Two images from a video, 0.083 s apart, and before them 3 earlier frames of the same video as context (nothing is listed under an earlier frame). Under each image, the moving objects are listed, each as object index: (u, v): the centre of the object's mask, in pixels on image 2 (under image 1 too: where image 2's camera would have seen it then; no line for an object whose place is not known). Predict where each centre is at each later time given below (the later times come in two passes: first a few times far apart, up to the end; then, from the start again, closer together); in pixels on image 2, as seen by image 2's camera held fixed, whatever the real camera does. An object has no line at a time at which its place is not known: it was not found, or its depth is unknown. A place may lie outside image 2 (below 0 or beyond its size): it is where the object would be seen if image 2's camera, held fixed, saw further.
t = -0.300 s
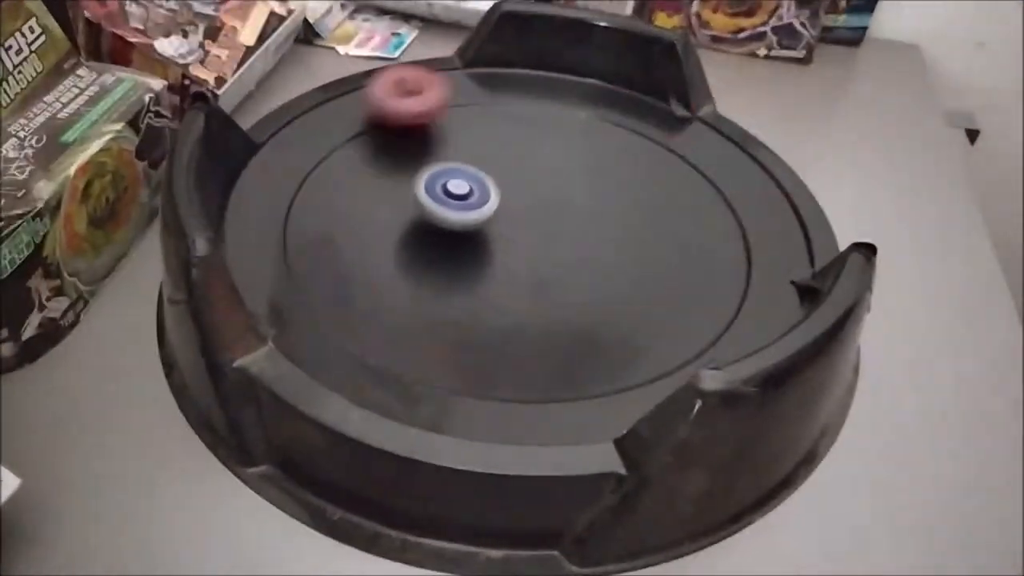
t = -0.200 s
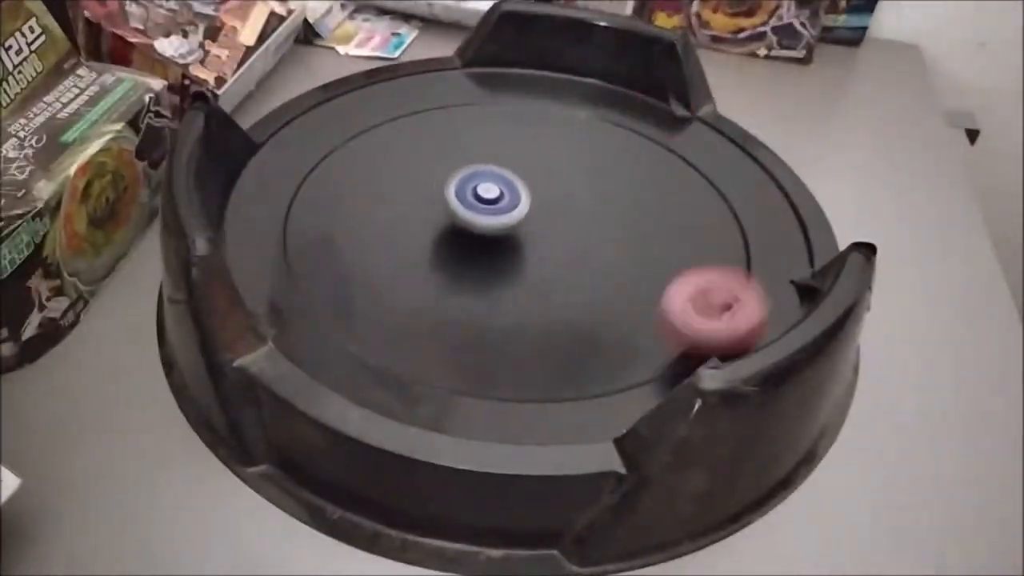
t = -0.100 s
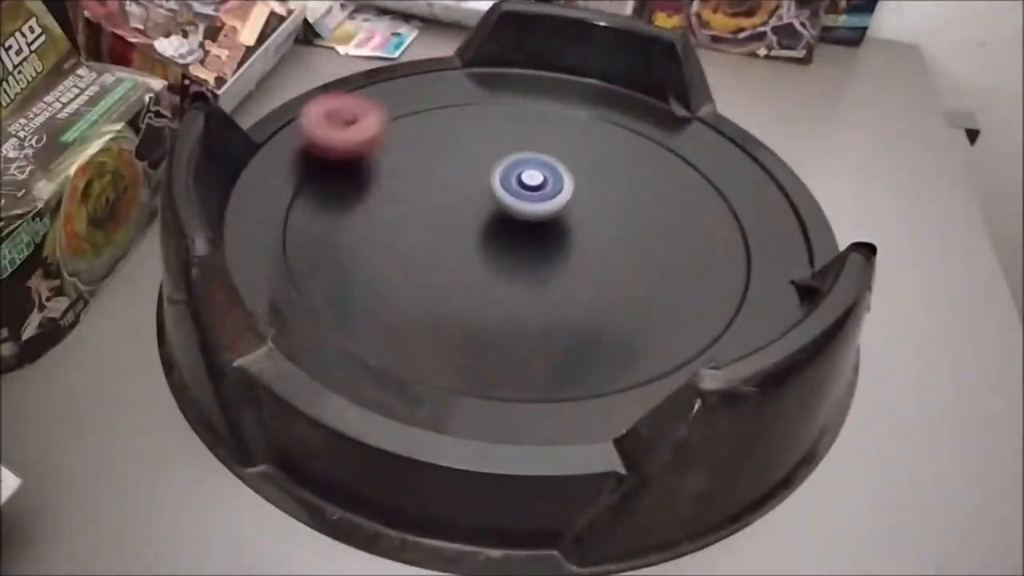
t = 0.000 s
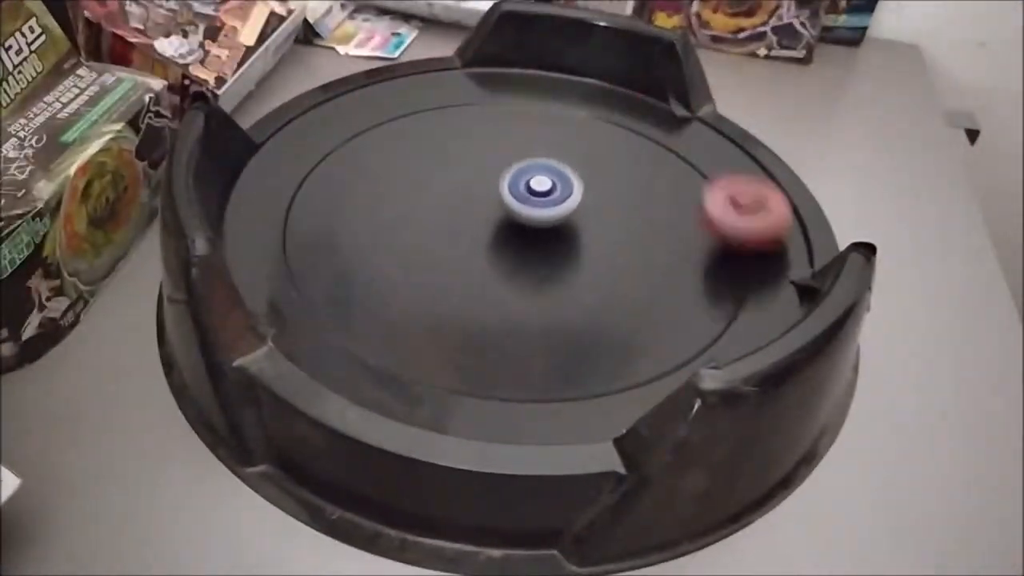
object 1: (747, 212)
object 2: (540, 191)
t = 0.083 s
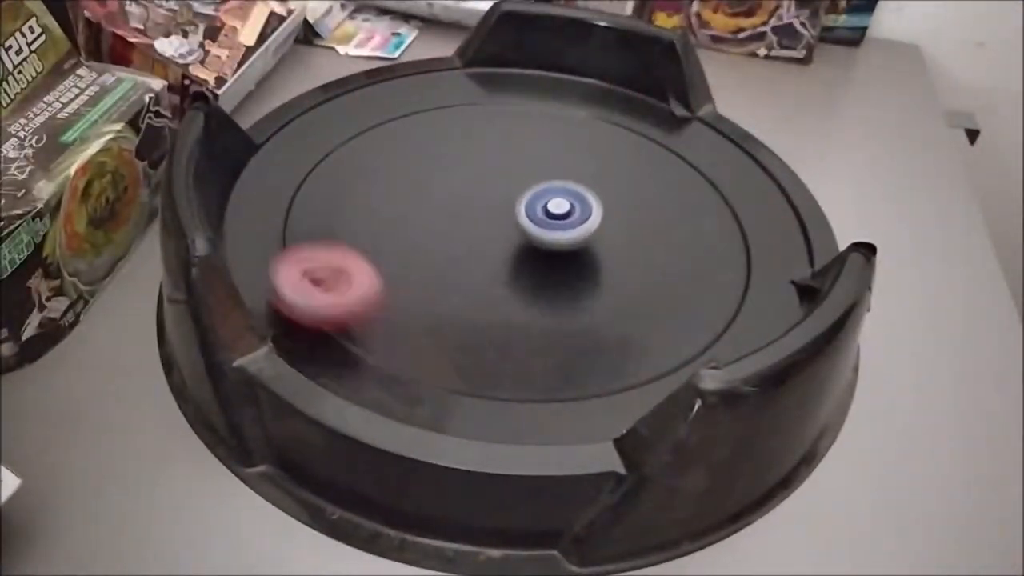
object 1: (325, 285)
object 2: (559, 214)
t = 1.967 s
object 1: (573, 94)
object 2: (524, 197)
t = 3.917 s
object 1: (406, 135)
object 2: (505, 245)
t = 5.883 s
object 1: (426, 154)
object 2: (517, 225)
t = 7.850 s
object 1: (597, 182)
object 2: (520, 227)
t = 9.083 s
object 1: (493, 270)
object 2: (495, 206)
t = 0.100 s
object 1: (292, 216)
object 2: (561, 218)
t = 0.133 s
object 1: (365, 111)
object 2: (566, 225)
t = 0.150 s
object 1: (437, 88)
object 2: (566, 228)
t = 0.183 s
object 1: (600, 96)
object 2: (566, 233)
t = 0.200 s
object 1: (676, 130)
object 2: (565, 236)
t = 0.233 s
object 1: (749, 248)
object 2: (561, 240)
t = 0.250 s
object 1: (711, 313)
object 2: (557, 242)
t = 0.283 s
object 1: (488, 361)
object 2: (549, 246)
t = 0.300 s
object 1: (374, 324)
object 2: (545, 247)
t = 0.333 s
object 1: (293, 194)
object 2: (536, 250)
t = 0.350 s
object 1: (324, 140)
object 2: (529, 251)
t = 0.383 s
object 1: (464, 84)
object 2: (512, 255)
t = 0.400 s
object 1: (549, 86)
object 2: (506, 258)
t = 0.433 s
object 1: (700, 149)
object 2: (501, 263)
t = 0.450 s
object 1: (742, 205)
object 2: (502, 264)
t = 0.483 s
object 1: (693, 325)
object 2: (505, 261)
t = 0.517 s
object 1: (477, 360)
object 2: (503, 249)
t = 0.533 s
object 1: (368, 321)
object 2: (501, 242)
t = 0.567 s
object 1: (293, 191)
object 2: (488, 229)
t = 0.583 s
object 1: (327, 137)
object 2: (480, 223)
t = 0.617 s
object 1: (463, 84)
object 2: (463, 217)
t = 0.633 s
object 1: (544, 86)
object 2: (458, 217)
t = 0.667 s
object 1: (686, 138)
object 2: (459, 217)
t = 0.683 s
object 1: (734, 189)
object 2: (463, 220)
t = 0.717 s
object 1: (720, 307)
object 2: (475, 221)
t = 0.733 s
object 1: (638, 351)
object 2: (483, 219)
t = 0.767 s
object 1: (405, 339)
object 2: (499, 212)
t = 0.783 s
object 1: (323, 284)
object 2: (507, 206)
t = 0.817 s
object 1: (307, 161)
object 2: (515, 194)
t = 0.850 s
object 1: (418, 93)
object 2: (515, 185)
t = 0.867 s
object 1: (474, 84)
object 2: (513, 184)
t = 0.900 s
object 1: (625, 106)
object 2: (508, 186)
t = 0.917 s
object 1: (687, 139)
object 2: (509, 189)
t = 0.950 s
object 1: (750, 246)
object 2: (516, 199)
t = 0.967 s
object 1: (720, 306)
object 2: (524, 204)
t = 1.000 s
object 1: (534, 365)
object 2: (544, 211)
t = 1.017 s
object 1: (420, 344)
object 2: (553, 211)
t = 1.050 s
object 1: (295, 233)
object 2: (564, 209)
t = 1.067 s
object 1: (300, 175)
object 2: (565, 207)
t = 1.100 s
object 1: (394, 99)
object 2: (560, 207)
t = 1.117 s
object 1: (466, 85)
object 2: (555, 209)
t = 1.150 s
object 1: (613, 102)
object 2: (543, 220)
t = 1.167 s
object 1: (676, 132)
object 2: (541, 228)
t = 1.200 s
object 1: (748, 230)
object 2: (548, 243)
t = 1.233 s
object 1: (674, 333)
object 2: (562, 250)
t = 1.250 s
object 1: (581, 362)
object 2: (567, 249)
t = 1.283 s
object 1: (374, 324)
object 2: (566, 244)
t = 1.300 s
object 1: (310, 268)
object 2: (561, 241)
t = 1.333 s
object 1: (312, 155)
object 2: (536, 234)
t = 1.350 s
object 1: (356, 117)
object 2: (519, 235)
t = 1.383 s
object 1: (486, 84)
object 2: (493, 243)
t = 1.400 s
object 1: (556, 89)
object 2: (486, 249)
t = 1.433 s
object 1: (683, 137)
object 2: (490, 262)
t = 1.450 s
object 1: (727, 181)
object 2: (498, 265)
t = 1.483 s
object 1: (733, 286)
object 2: (516, 257)
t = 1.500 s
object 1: (677, 332)
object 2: (520, 247)
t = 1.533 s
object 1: (484, 361)
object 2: (510, 226)
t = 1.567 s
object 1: (318, 278)
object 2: (488, 214)
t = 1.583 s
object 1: (293, 219)
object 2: (480, 211)
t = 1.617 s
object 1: (342, 126)
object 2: (477, 211)
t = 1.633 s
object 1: (396, 100)
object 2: (477, 212)
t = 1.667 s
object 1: (528, 86)
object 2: (480, 213)
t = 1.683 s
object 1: (595, 98)
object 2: (481, 214)
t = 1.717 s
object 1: (706, 157)
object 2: (485, 215)
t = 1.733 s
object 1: (739, 203)
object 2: (488, 217)
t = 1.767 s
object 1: (716, 306)
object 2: (495, 219)
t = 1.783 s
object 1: (668, 336)
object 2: (499, 219)
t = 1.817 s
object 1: (480, 359)
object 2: (522, 218)
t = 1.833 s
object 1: (387, 330)
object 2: (534, 214)
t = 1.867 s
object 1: (295, 225)
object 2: (547, 203)
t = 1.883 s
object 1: (301, 174)
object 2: (548, 197)
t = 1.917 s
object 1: (384, 106)
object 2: (543, 190)
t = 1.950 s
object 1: (509, 86)
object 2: (530, 192)
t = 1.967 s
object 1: (573, 94)
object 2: (524, 197)
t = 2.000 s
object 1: (687, 144)
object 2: (520, 214)
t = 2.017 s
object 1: (725, 184)
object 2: (524, 223)
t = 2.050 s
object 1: (732, 281)
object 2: (541, 237)
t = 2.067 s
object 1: (686, 325)
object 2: (551, 240)
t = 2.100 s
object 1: (518, 362)
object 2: (568, 239)
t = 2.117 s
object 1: (424, 344)
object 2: (572, 236)
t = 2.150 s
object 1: (306, 255)
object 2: (567, 230)
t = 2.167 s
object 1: (296, 203)
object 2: (559, 227)
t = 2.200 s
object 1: (351, 124)
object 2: (535, 226)
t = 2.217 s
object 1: (403, 101)
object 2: (523, 227)
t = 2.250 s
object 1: (526, 90)
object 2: (504, 237)
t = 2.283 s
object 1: (647, 124)
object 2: (497, 246)
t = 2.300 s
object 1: (694, 158)
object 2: (497, 248)
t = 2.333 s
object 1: (734, 248)
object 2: (499, 249)
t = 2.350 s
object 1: (710, 296)
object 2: (501, 249)
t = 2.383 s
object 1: (570, 354)
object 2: (504, 246)
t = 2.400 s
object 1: (478, 351)
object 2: (506, 244)
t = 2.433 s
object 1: (335, 281)
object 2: (507, 238)
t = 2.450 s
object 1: (309, 232)
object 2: (506, 234)
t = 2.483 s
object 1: (337, 146)
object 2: (504, 225)
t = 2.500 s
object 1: (379, 118)
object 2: (502, 220)
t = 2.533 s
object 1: (494, 96)
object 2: (496, 213)
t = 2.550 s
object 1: (554, 101)
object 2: (493, 211)
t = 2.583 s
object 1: (667, 148)
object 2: (492, 210)
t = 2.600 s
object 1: (705, 186)
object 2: (493, 210)
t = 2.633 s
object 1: (710, 278)
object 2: (496, 210)
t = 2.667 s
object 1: (597, 344)
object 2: (502, 211)
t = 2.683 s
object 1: (531, 349)
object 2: (505, 211)
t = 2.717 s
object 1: (373, 301)
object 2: (513, 212)
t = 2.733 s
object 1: (331, 257)
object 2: (518, 212)
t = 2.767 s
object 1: (335, 167)
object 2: (527, 212)
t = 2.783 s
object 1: (369, 135)
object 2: (530, 212)
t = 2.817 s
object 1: (472, 103)
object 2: (534, 213)
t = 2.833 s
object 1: (530, 105)
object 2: (535, 213)
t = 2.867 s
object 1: (643, 140)
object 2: (536, 216)
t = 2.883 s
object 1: (686, 175)
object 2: (536, 217)
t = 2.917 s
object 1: (706, 261)
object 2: (536, 221)
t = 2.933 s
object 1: (674, 302)
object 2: (535, 222)
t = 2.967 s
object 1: (531, 340)
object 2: (535, 229)
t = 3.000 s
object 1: (384, 294)
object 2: (540, 238)
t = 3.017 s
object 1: (346, 251)
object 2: (543, 240)
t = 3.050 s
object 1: (353, 166)
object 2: (544, 240)
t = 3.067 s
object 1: (391, 136)
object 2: (543, 238)
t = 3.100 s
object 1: (492, 111)
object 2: (533, 235)
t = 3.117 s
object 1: (552, 115)
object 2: (526, 234)
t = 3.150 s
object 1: (652, 157)
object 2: (509, 236)
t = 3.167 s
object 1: (685, 193)
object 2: (503, 238)
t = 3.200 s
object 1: (686, 275)
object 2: (496, 244)
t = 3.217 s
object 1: (645, 310)
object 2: (496, 246)
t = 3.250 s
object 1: (503, 333)
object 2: (504, 246)
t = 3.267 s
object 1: (428, 314)
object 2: (507, 244)
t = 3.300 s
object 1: (344, 236)
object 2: (511, 233)
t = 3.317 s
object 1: (343, 195)
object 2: (508, 227)
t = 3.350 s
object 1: (403, 133)
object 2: (497, 217)
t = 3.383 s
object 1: (508, 114)
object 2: (484, 213)
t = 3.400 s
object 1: (565, 121)
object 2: (479, 214)
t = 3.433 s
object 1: (660, 168)
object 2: (479, 220)
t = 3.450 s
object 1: (688, 205)
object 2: (485, 223)
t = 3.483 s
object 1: (675, 285)
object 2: (505, 225)
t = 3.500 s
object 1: (628, 317)
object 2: (517, 222)
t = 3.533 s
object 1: (483, 329)
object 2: (529, 211)
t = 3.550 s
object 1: (413, 306)
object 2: (529, 204)
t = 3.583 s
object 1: (343, 227)
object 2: (522, 196)
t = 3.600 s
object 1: (345, 196)
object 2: (518, 195)
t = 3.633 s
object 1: (402, 135)
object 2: (508, 200)
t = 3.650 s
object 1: (451, 119)
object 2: (505, 206)
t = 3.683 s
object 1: (562, 122)
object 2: (514, 223)
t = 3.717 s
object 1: (657, 166)
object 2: (537, 232)
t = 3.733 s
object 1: (685, 201)
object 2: (548, 232)
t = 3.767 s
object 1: (678, 280)
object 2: (562, 225)
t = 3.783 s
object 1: (634, 312)
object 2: (562, 219)
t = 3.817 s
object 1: (495, 329)
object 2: (546, 212)
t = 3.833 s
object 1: (426, 310)
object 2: (533, 212)
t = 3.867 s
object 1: (350, 234)
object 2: (510, 222)
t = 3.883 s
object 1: (349, 194)
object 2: (505, 229)
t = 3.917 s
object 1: (406, 135)
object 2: (505, 245)
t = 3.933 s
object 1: (456, 119)
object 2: (511, 251)
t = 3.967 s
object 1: (563, 122)
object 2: (529, 256)
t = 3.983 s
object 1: (613, 140)
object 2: (538, 251)
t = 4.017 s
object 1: (682, 202)
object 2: (544, 238)
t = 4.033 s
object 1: (691, 241)
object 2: (539, 229)
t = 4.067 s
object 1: (633, 311)
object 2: (517, 217)
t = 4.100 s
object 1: (497, 328)
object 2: (491, 213)
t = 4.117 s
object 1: (430, 310)
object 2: (480, 215)
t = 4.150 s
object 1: (353, 237)
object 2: (466, 225)
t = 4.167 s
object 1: (350, 197)
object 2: (467, 232)
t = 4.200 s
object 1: (406, 138)
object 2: (484, 241)
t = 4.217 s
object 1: (453, 123)
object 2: (497, 243)
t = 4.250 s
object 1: (559, 125)
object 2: (522, 237)
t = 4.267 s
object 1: (609, 141)
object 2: (531, 230)
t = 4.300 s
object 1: (678, 201)
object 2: (537, 214)
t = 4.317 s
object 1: (687, 239)
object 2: (535, 206)
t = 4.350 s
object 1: (632, 308)
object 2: (521, 193)
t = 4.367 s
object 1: (571, 325)
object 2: (512, 191)
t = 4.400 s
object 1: (434, 309)
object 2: (495, 196)
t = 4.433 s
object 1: (358, 238)
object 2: (491, 214)
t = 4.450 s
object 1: (356, 199)
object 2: (497, 223)
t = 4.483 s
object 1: (410, 140)
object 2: (519, 235)
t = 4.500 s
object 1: (455, 126)
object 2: (533, 237)
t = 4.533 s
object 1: (546, 125)
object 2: (553, 234)
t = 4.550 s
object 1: (596, 139)
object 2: (561, 229)
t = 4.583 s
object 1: (668, 193)
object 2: (561, 216)
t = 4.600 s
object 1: (681, 230)
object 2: (553, 211)
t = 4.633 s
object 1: (638, 299)
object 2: (527, 209)
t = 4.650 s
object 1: (582, 320)
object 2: (515, 213)
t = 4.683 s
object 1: (448, 311)
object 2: (499, 225)
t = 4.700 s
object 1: (396, 283)
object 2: (496, 234)
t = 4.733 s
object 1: (358, 207)
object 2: (501, 247)
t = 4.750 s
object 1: (373, 174)
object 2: (509, 253)
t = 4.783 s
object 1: (446, 132)
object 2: (530, 254)
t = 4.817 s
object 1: (547, 129)
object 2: (542, 241)
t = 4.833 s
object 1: (595, 143)
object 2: (541, 233)
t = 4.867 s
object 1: (665, 198)
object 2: (529, 219)
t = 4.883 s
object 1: (676, 234)
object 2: (519, 214)
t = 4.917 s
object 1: (630, 300)
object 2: (497, 209)
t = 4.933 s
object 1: (575, 318)
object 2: (486, 210)
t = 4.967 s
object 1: (444, 306)
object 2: (472, 215)
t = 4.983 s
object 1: (396, 277)
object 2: (470, 221)
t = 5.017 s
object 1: (364, 204)
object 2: (480, 233)
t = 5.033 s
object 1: (381, 172)
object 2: (491, 237)
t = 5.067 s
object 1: (457, 132)
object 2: (517, 236)
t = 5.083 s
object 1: (505, 128)
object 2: (528, 231)
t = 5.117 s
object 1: (603, 149)
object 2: (541, 218)
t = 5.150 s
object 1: (666, 206)
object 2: (537, 205)
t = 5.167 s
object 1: (671, 241)
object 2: (531, 201)
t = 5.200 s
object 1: (616, 303)
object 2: (518, 200)
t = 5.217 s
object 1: (558, 317)
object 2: (512, 202)
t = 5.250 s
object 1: (434, 299)
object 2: (507, 214)
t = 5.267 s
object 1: (391, 267)
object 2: (509, 220)
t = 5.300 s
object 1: (372, 195)
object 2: (521, 231)
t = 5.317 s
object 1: (393, 166)
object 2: (530, 234)
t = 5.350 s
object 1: (472, 133)
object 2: (544, 234)
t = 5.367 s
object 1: (522, 132)
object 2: (546, 232)
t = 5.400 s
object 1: (613, 160)
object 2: (544, 227)
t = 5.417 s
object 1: (645, 187)
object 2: (539, 225)
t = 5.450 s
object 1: (664, 245)
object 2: (530, 223)
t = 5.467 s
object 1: (645, 278)
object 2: (522, 224)
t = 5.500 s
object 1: (546, 315)
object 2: (510, 229)
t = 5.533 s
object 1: (429, 291)
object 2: (506, 238)
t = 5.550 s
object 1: (391, 260)
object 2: (506, 240)
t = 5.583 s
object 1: (382, 191)
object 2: (509, 240)
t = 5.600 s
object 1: (404, 164)
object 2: (511, 239)
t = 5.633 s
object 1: (486, 136)
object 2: (518, 234)
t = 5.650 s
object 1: (533, 137)
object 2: (521, 230)
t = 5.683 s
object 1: (619, 169)
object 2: (520, 224)
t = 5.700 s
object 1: (648, 197)
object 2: (517, 220)
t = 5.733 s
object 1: (652, 262)
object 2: (511, 215)
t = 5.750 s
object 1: (622, 291)
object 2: (507, 213)
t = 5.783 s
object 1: (511, 311)
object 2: (503, 212)
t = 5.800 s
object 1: (454, 299)
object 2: (504, 214)
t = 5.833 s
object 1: (384, 239)
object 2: (507, 219)
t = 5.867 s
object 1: (396, 175)
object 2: (513, 224)
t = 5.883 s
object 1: (426, 154)
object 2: (517, 225)
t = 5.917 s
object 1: (512, 137)
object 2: (527, 225)
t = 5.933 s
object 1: (559, 144)
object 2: (532, 225)
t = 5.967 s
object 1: (633, 185)
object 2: (538, 222)
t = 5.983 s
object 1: (653, 215)
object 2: (539, 220)
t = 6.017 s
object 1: (632, 279)
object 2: (536, 219)
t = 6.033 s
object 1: (592, 301)
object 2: (531, 219)
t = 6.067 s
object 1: (479, 304)
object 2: (521, 219)
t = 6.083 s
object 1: (429, 283)
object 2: (517, 221)
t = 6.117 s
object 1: (383, 220)
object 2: (512, 227)
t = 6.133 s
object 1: (390, 189)
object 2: (512, 230)
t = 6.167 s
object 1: (451, 147)
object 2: (513, 237)
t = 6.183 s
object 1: (494, 140)
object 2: (515, 239)
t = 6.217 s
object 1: (583, 154)
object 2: (519, 240)
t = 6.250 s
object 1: (644, 202)
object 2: (522, 237)
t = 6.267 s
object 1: (653, 233)
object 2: (523, 234)
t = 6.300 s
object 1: (611, 291)
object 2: (523, 228)
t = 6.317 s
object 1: (562, 306)
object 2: (521, 224)
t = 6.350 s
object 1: (464, 298)
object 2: (511, 221)
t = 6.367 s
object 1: (419, 274)
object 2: (505, 220)
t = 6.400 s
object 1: (386, 212)
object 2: (496, 224)
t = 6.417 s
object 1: (398, 183)
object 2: (495, 226)
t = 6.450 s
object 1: (461, 147)
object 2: (503, 232)
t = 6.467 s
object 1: (505, 142)
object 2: (511, 231)
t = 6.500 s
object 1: (600, 166)
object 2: (525, 226)
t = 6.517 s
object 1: (623, 183)
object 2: (526, 223)
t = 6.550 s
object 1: (648, 242)
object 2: (526, 222)
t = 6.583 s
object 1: (595, 295)
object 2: (525, 219)
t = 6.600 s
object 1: (544, 305)
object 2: (524, 218)
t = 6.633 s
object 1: (440, 284)
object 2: (523, 218)
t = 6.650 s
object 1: (406, 257)
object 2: (523, 218)
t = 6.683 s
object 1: (395, 196)
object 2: (521, 217)
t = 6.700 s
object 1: (415, 171)
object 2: (521, 218)
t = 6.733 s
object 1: (488, 145)
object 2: (519, 218)
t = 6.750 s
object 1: (532, 146)
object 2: (519, 218)
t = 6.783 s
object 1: (609, 176)
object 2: (518, 219)
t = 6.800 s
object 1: (635, 201)
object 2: (517, 219)
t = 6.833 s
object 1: (636, 261)
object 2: (515, 222)
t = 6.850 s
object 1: (606, 286)
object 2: (515, 224)
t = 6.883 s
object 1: (495, 301)
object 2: (517, 229)
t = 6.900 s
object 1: (446, 284)
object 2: (519, 233)
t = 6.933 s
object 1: (396, 227)
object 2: (524, 235)
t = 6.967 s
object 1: (419, 173)
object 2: (525, 234)
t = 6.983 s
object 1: (451, 156)
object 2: (525, 234)
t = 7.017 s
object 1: (534, 149)
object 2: (525, 233)
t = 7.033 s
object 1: (575, 160)
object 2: (525, 232)
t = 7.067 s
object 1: (632, 205)
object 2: (525, 232)
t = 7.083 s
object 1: (640, 234)
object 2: (525, 232)
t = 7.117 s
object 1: (606, 282)
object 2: (525, 231)
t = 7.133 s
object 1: (565, 297)
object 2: (524, 229)
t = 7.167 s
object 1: (463, 289)
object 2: (523, 228)
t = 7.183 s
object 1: (424, 267)
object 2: (522, 228)
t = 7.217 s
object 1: (400, 207)
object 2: (518, 226)
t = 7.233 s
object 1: (415, 182)
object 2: (515, 225)
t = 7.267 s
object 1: (472, 154)
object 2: (512, 225)
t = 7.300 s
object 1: (553, 157)
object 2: (511, 226)
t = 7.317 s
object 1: (591, 173)
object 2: (511, 226)
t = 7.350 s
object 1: (633, 222)
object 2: (510, 226)
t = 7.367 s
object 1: (632, 251)
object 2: (510, 226)
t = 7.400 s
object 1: (571, 293)
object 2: (510, 226)
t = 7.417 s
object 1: (511, 298)
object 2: (511, 225)
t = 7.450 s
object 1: (427, 263)
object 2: (511, 227)
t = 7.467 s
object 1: (407, 235)
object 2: (511, 227)
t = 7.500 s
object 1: (421, 182)
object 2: (512, 227)
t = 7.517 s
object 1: (449, 163)
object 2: (512, 227)
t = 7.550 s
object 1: (526, 153)
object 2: (513, 227)
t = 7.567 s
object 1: (565, 162)
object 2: (514, 228)
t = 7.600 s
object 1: (621, 203)
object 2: (515, 228)
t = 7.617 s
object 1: (631, 231)
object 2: (516, 227)
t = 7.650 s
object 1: (595, 281)
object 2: (518, 227)
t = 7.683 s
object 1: (507, 295)
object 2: (519, 225)
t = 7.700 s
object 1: (461, 283)
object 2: (520, 226)
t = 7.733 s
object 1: (409, 233)
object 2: (520, 227)
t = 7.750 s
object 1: (408, 205)
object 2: (520, 227)
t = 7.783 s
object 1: (452, 165)
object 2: (520, 226)
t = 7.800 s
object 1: (487, 156)
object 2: (520, 227)
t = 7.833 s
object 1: (564, 165)
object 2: (520, 227)
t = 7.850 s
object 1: (597, 182)
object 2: (520, 227)
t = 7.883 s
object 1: (628, 225)
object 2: (520, 227)
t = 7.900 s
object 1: (630, 232)
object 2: (520, 227)
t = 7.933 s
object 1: (627, 245)
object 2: (520, 227)
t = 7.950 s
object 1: (625, 250)
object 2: (520, 227)
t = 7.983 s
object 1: (619, 260)
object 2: (519, 227)
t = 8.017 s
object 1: (611, 266)
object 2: (519, 227)
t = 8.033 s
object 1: (606, 269)
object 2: (519, 227)
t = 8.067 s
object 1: (596, 274)
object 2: (519, 227)
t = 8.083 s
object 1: (592, 275)
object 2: (519, 227)
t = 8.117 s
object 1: (583, 277)
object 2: (518, 226)
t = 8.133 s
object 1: (579, 278)
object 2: (517, 226)
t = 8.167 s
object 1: (572, 279)
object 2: (517, 226)
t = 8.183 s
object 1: (568, 280)
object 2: (517, 225)
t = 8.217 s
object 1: (563, 280)
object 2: (517, 225)
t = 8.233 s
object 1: (560, 280)
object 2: (517, 224)
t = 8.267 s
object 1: (556, 281)
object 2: (517, 224)
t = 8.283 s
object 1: (553, 281)
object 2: (517, 224)
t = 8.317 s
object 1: (549, 281)
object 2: (516, 223)
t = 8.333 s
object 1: (548, 282)
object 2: (516, 222)
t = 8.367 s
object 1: (545, 284)
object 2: (514, 220)
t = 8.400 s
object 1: (541, 284)
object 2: (511, 219)
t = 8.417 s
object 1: (539, 284)
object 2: (508, 219)
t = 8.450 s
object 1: (536, 284)
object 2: (503, 219)
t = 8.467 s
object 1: (533, 284)
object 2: (500, 219)
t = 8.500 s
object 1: (530, 284)
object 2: (496, 220)
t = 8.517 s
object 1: (528, 284)
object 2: (494, 220)
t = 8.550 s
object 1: (525, 284)
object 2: (492, 222)
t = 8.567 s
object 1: (523, 283)
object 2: (492, 223)
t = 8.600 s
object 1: (522, 288)
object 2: (491, 221)
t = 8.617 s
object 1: (522, 291)
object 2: (491, 220)
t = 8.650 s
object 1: (522, 295)
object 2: (489, 214)
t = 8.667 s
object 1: (521, 295)
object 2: (488, 212)
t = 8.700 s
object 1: (518, 294)
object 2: (486, 208)
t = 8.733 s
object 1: (515, 293)
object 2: (484, 206)
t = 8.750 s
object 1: (513, 292)
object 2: (482, 205)
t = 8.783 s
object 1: (510, 291)
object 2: (480, 204)
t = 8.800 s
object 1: (509, 291)
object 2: (480, 203)
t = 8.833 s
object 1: (506, 289)
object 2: (479, 202)
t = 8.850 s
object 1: (506, 287)
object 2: (479, 203)
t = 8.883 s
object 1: (504, 286)
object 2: (479, 203)
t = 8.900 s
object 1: (502, 285)
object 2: (480, 204)
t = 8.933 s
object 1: (501, 282)
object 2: (480, 204)
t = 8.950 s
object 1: (500, 281)
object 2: (481, 204)
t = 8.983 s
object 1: (498, 278)
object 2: (484, 206)
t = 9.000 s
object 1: (498, 277)
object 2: (485, 206)
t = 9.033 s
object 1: (496, 275)
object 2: (488, 206)
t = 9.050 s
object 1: (494, 273)
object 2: (490, 207)
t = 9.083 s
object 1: (493, 270)
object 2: (495, 206)
